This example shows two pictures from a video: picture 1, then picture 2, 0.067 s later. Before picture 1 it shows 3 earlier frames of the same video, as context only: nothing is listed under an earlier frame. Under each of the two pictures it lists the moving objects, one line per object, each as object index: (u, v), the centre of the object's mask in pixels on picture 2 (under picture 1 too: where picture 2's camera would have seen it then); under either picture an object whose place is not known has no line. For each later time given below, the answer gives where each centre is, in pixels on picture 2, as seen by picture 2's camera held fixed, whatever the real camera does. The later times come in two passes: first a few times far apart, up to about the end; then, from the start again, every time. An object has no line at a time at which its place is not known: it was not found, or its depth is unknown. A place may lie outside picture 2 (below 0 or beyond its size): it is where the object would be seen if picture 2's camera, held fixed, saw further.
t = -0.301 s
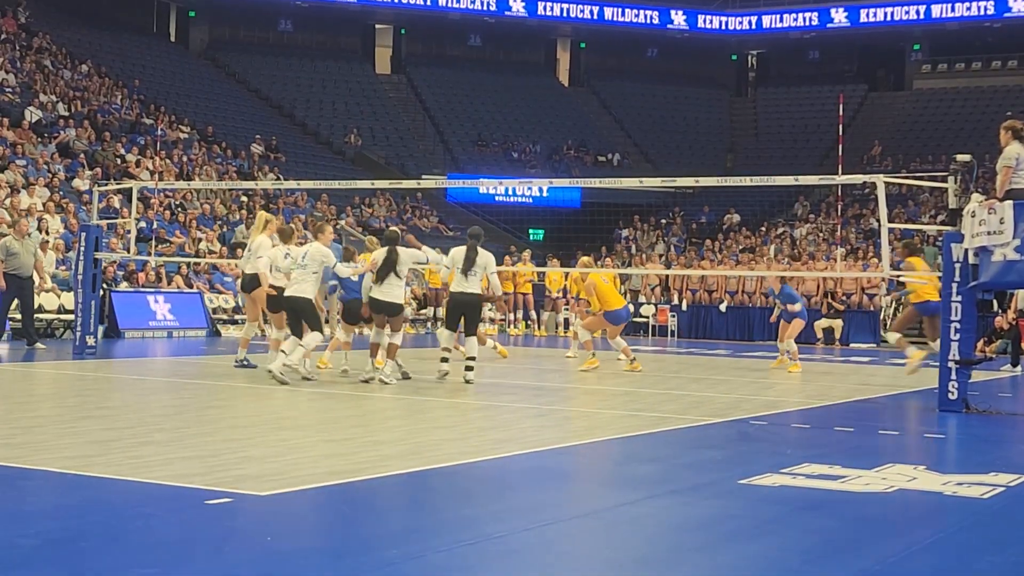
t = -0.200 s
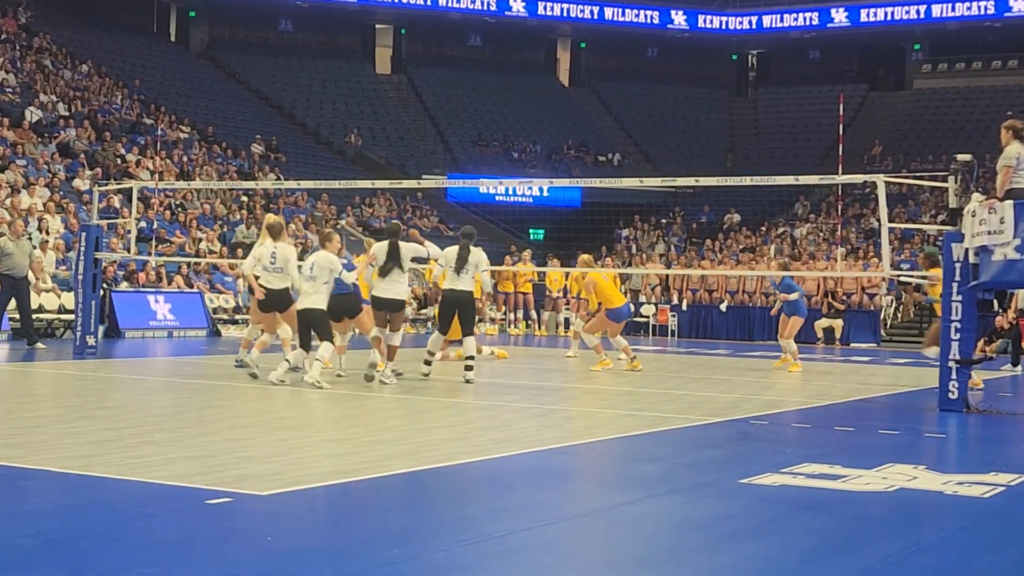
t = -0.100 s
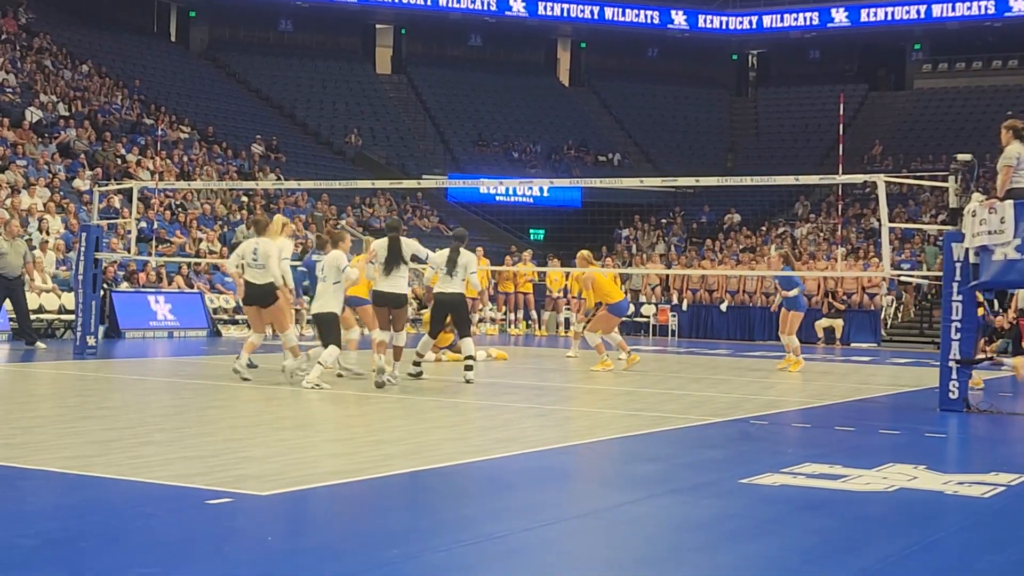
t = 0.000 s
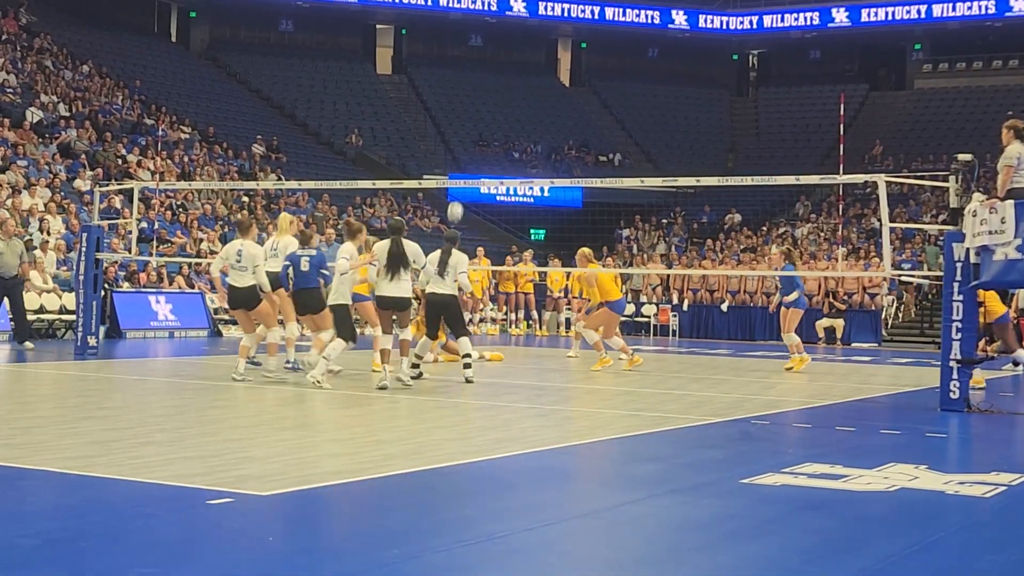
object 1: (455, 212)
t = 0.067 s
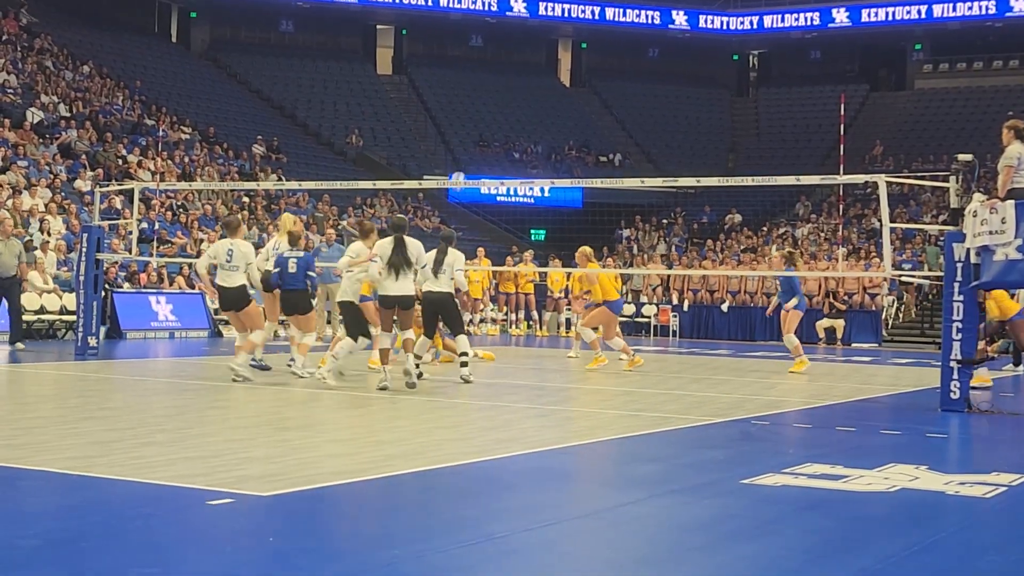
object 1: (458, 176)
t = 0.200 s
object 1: (464, 132)
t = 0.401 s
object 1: (473, 79)
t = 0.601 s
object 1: (482, 55)
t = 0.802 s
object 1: (491, 61)
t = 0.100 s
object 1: (459, 167)
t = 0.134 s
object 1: (461, 155)
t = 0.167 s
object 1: (463, 143)
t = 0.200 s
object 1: (464, 132)
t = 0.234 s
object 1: (465, 121)
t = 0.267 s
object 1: (467, 111)
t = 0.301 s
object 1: (469, 102)
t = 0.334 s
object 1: (470, 93)
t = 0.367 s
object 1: (472, 86)
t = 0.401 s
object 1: (473, 79)
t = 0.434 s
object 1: (475, 73)
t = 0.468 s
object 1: (476, 68)
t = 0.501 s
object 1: (478, 63)
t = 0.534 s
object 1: (479, 60)
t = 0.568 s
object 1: (481, 57)
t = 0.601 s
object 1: (482, 55)
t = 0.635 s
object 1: (484, 54)
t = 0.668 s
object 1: (485, 54)
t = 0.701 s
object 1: (486, 54)
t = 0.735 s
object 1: (488, 56)
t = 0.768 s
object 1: (489, 58)
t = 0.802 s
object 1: (491, 61)
